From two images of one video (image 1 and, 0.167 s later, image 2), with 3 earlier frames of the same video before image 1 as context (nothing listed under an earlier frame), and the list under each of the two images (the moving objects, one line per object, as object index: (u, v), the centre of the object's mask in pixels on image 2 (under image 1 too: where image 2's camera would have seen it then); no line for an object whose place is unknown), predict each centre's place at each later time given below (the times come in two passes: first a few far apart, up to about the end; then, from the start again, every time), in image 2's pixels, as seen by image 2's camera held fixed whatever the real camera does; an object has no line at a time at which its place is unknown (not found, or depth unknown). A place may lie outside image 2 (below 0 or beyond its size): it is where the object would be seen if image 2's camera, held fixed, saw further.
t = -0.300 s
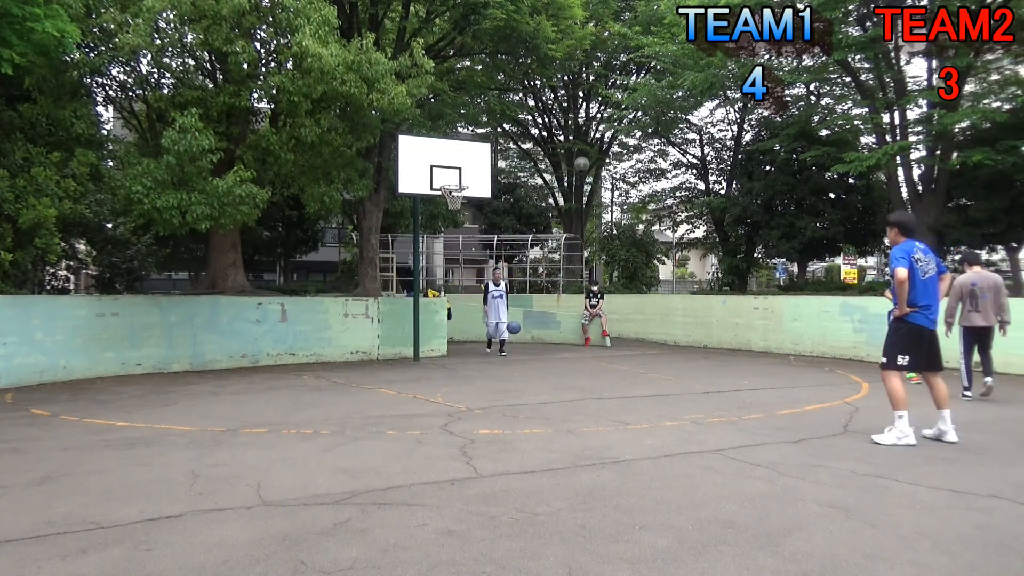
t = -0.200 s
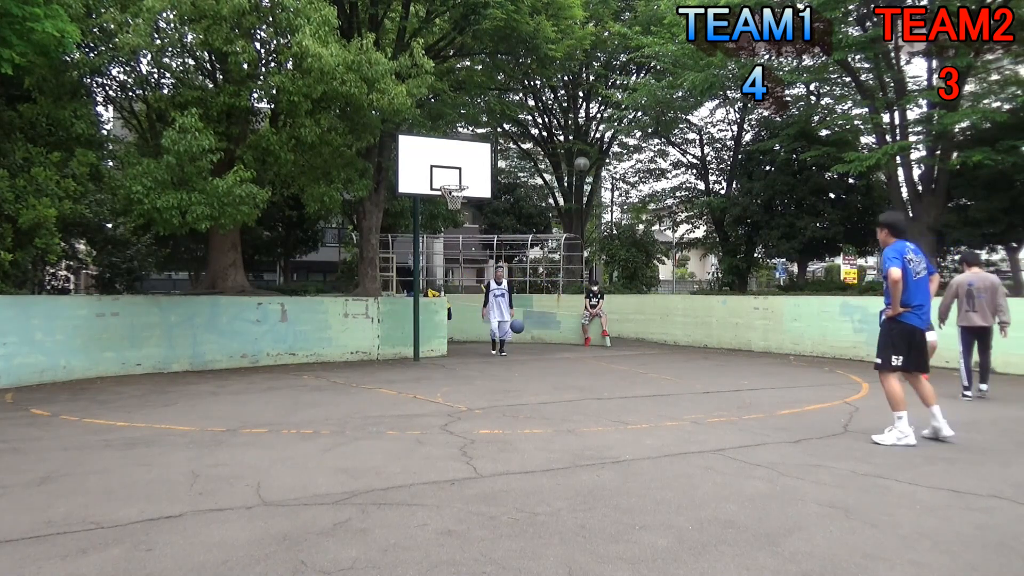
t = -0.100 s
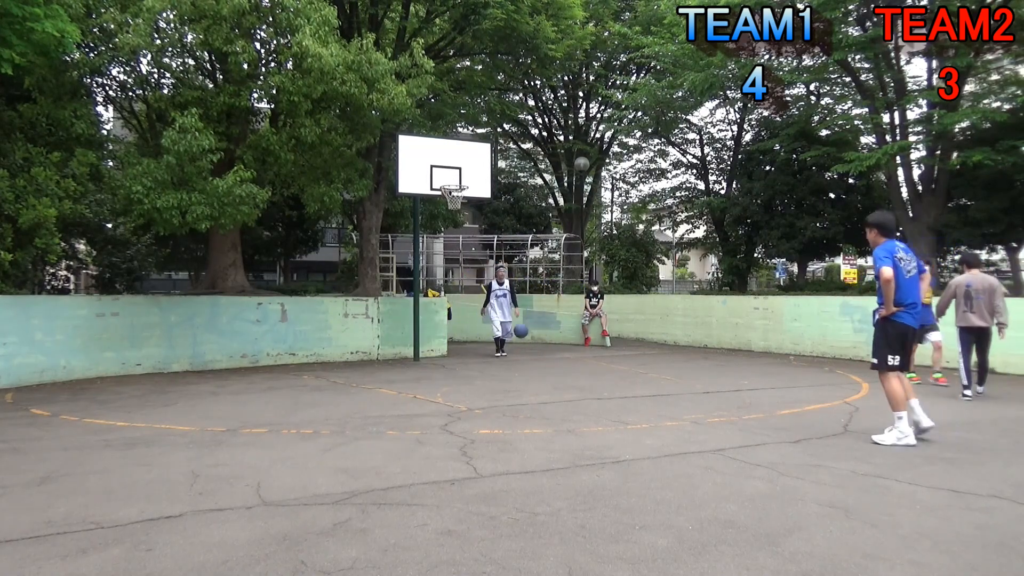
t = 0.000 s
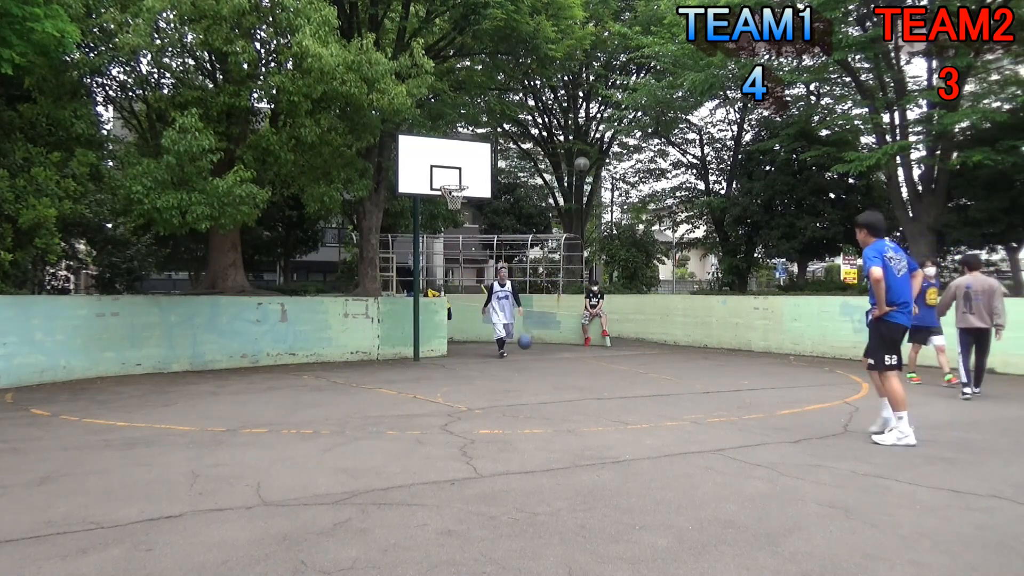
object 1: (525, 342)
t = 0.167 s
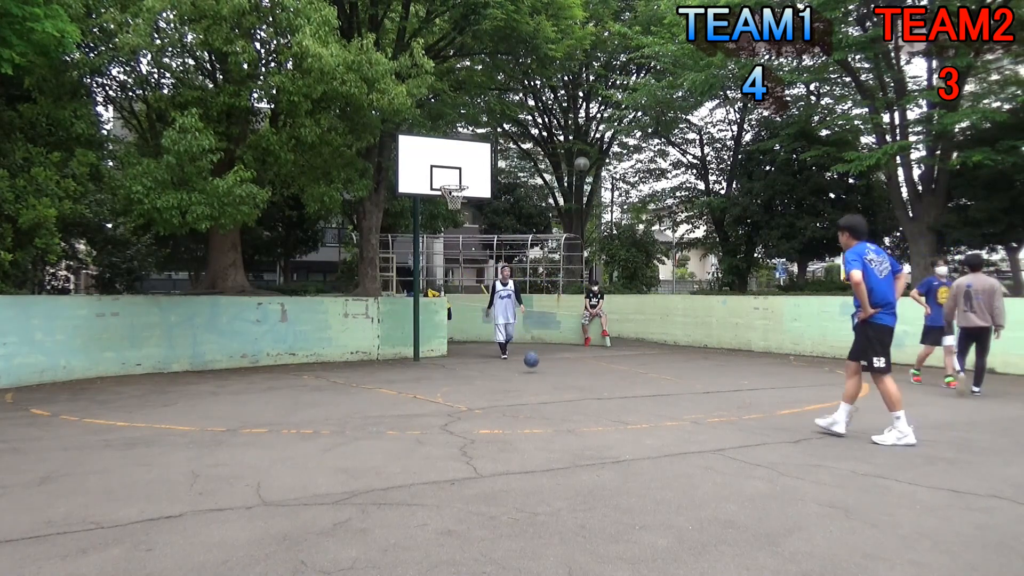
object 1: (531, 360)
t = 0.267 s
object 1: (535, 348)
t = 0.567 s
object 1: (548, 351)
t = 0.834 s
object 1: (562, 358)
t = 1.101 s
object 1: (576, 368)
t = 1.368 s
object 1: (591, 368)
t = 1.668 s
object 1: (608, 381)
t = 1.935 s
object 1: (625, 393)
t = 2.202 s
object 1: (647, 397)
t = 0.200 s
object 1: (533, 355)
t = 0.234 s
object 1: (534, 351)
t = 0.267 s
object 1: (535, 348)
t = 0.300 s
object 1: (537, 346)
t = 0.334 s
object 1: (538, 344)
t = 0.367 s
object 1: (540, 343)
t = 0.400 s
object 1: (541, 343)
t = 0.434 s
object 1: (542, 343)
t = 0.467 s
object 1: (544, 344)
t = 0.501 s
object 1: (545, 345)
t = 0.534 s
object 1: (547, 348)
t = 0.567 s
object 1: (548, 351)
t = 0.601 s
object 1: (550, 355)
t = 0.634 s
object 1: (552, 360)
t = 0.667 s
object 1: (553, 366)
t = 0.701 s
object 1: (555, 372)
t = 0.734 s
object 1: (556, 368)
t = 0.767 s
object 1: (558, 365)
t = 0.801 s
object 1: (560, 361)
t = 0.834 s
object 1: (562, 358)
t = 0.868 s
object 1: (563, 356)
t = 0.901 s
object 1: (565, 355)
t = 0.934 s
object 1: (567, 355)
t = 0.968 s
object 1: (569, 356)
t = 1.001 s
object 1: (570, 358)
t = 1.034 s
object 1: (572, 360)
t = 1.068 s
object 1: (574, 363)
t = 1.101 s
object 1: (576, 368)
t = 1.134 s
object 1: (578, 373)
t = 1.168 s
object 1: (580, 379)
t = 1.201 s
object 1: (581, 378)
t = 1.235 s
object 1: (583, 375)
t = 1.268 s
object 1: (585, 372)
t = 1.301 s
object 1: (587, 369)
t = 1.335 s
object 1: (589, 368)
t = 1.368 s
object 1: (591, 368)
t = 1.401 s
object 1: (592, 368)
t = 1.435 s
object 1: (594, 370)
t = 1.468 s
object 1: (596, 372)
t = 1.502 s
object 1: (598, 375)
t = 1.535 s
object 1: (600, 379)
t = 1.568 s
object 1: (602, 384)
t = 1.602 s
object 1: (604, 387)
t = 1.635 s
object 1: (606, 384)
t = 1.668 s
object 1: (608, 381)
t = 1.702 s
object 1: (610, 378)
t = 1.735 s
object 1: (612, 378)
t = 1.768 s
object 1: (614, 378)
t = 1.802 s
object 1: (616, 379)
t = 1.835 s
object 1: (618, 381)
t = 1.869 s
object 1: (621, 384)
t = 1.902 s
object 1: (623, 388)
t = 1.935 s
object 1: (625, 393)
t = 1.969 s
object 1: (627, 396)
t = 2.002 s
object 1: (630, 393)
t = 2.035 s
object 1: (633, 391)
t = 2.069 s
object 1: (636, 389)
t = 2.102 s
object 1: (638, 390)
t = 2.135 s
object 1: (641, 391)
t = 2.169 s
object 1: (644, 394)
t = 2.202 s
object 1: (647, 397)
